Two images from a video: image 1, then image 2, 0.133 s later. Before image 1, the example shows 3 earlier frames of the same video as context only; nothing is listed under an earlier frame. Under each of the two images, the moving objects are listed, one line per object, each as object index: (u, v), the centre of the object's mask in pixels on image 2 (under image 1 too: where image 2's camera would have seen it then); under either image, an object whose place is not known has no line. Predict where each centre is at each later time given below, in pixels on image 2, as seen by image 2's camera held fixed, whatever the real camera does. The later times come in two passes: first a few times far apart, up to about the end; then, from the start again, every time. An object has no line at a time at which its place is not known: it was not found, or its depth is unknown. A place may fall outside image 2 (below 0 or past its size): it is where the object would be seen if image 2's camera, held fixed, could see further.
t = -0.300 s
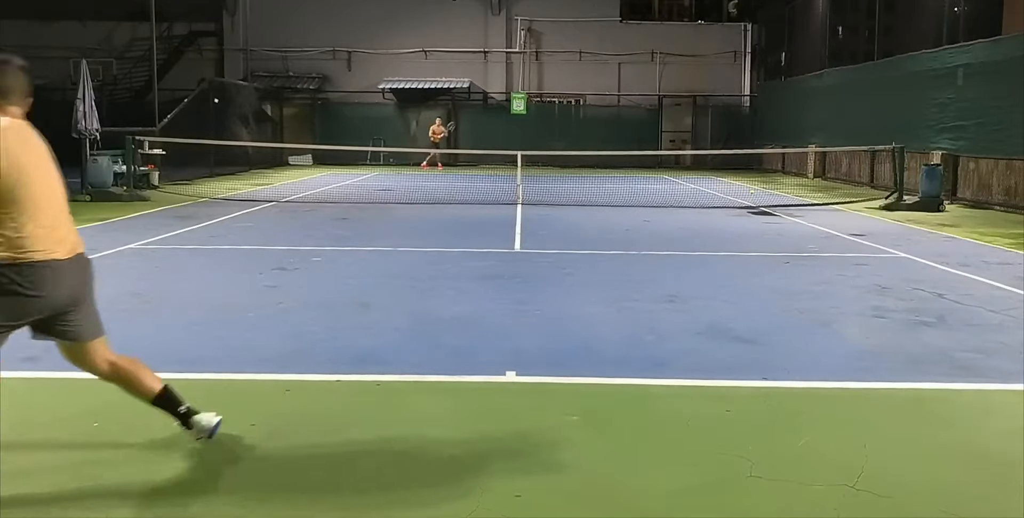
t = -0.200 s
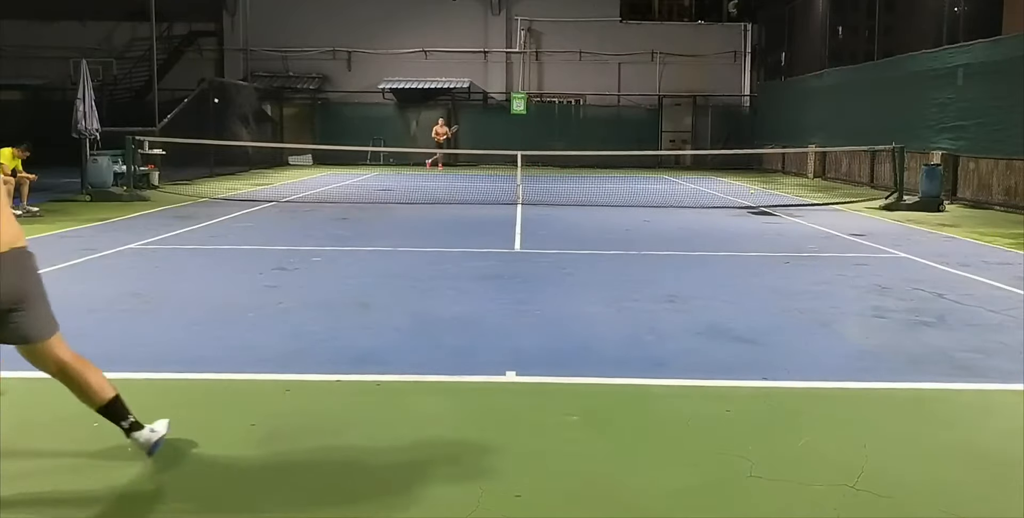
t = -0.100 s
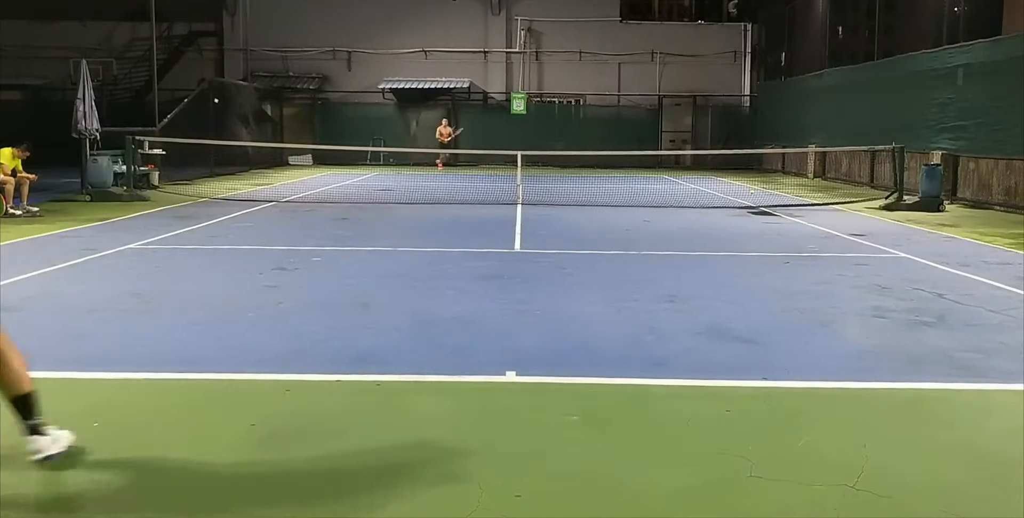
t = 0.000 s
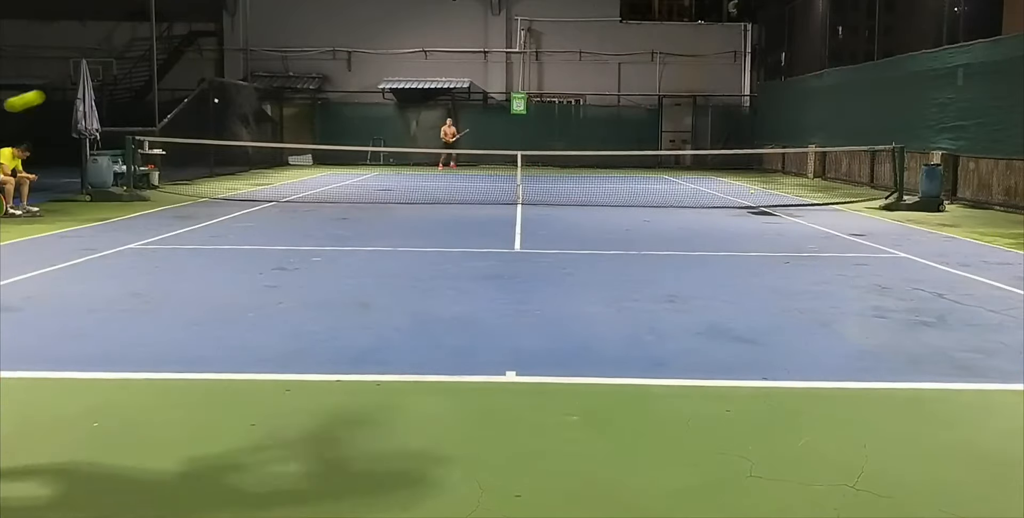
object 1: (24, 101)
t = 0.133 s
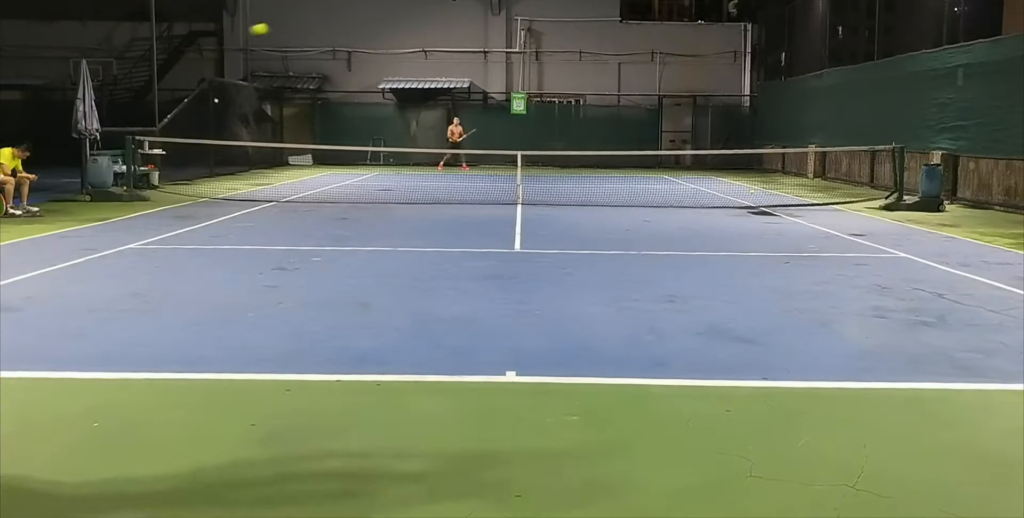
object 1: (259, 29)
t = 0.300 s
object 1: (393, 11)
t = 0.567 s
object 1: (496, 34)
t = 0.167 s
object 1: (294, 22)
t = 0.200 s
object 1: (325, 16)
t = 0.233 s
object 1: (351, 13)
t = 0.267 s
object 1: (373, 11)
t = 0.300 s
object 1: (393, 11)
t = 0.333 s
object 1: (412, 11)
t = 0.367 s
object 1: (427, 12)
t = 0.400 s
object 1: (442, 14)
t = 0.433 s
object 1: (455, 17)
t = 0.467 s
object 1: (466, 20)
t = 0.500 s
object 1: (477, 24)
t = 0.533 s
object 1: (487, 29)
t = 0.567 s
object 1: (496, 34)
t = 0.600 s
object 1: (505, 39)
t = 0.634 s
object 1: (512, 45)
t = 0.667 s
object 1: (520, 51)
